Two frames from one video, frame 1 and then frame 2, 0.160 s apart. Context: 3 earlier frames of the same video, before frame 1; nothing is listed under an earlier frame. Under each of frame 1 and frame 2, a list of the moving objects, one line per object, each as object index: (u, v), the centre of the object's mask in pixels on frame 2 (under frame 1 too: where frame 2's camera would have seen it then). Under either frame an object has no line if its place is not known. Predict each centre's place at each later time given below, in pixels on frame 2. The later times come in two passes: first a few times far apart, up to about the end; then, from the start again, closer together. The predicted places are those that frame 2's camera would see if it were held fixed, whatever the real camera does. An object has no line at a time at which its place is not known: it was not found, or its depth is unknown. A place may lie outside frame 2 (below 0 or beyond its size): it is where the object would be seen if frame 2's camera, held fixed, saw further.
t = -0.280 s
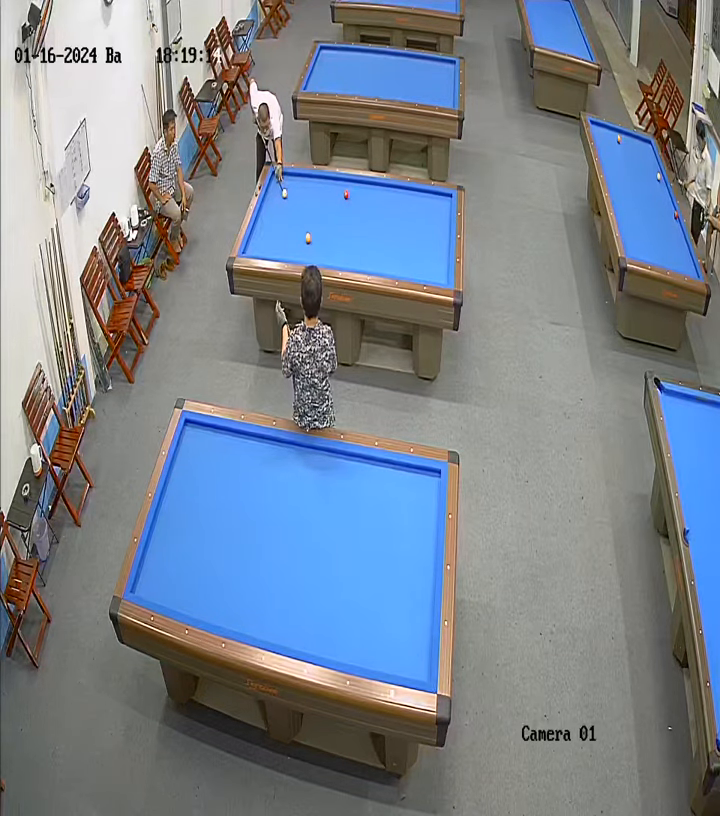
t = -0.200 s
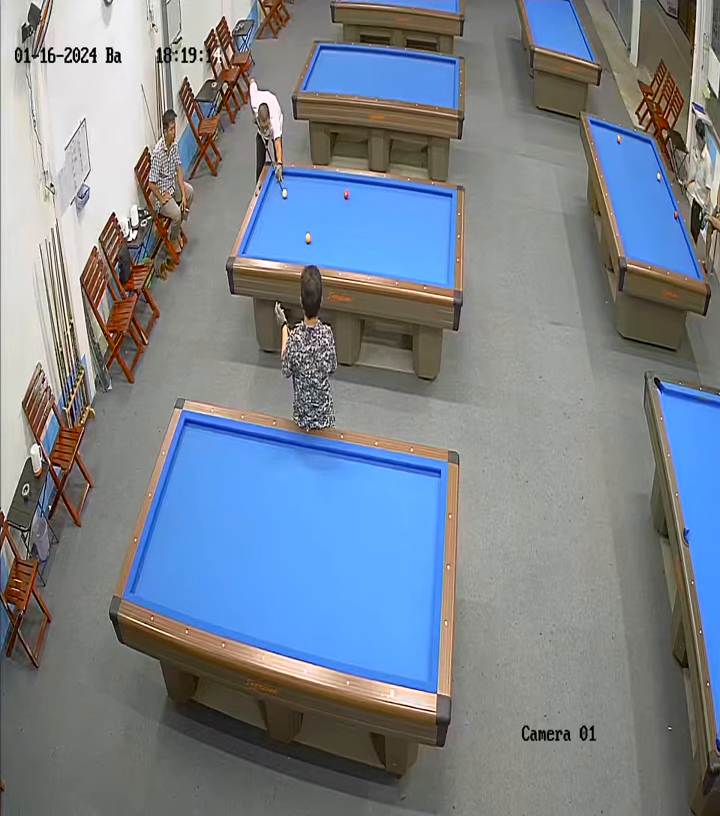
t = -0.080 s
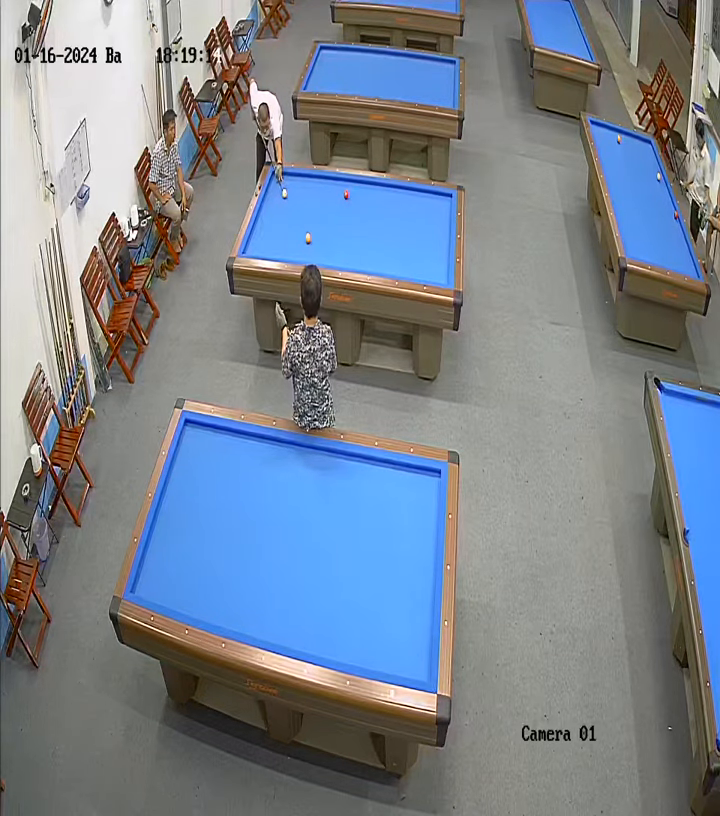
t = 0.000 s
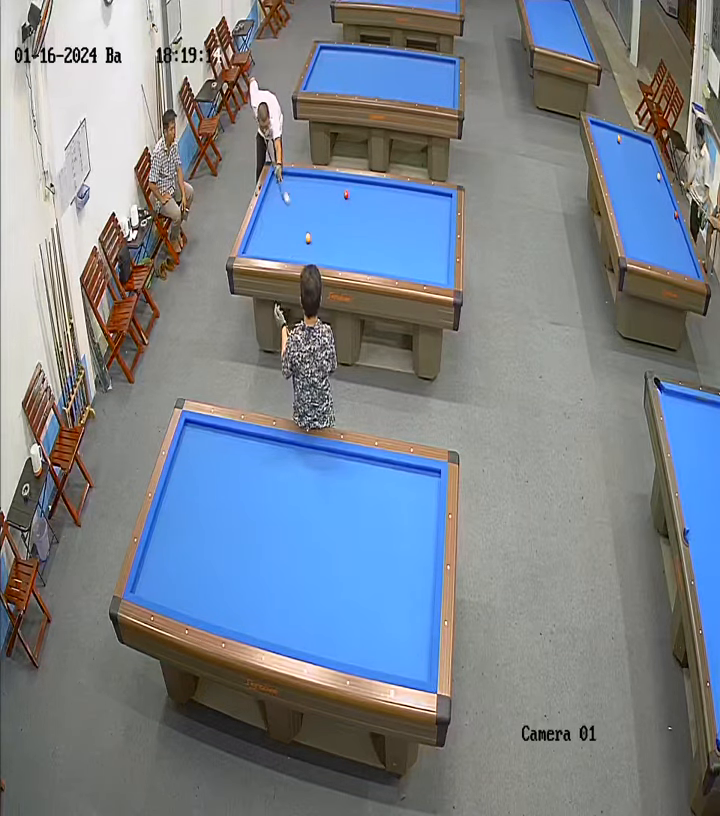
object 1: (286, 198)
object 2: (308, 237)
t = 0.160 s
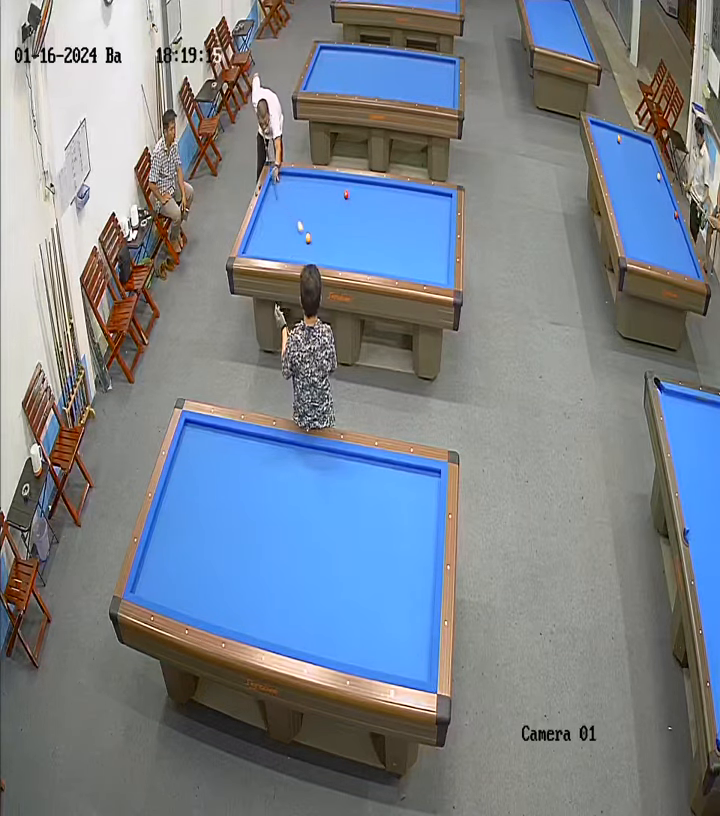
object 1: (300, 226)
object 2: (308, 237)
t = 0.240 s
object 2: (313, 240)
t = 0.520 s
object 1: (285, 256)
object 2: (353, 261)
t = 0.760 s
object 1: (274, 246)
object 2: (383, 268)
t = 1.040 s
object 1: (262, 235)
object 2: (416, 266)
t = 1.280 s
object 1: (255, 226)
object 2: (444, 265)
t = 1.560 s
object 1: (267, 216)
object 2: (429, 252)
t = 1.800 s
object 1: (277, 208)
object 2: (415, 241)
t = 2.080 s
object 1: (288, 199)
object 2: (399, 229)
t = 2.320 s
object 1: (297, 192)
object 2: (387, 219)
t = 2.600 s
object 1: (307, 184)
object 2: (372, 208)
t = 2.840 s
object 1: (315, 178)
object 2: (360, 199)
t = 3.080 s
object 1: (320, 180)
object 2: (350, 191)
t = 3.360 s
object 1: (326, 186)
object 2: (341, 181)
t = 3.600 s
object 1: (330, 191)
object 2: (334, 182)
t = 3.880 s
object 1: (333, 194)
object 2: (328, 185)
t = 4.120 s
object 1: (333, 194)
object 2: (320, 189)
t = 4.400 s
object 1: (333, 194)
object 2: (312, 193)
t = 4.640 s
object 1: (334, 195)
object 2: (305, 197)
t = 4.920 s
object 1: (334, 195)
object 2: (299, 200)
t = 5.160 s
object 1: (334, 195)
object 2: (292, 204)
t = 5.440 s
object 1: (334, 195)
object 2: (286, 207)
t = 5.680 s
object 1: (334, 195)
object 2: (280, 211)
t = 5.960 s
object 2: (274, 214)
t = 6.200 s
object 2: (268, 217)
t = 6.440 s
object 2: (264, 220)
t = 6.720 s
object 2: (258, 224)
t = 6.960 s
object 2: (256, 225)
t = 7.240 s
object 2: (256, 228)
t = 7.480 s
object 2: (258, 230)
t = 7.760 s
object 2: (259, 232)
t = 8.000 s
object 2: (260, 234)
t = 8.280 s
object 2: (261, 235)
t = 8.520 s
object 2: (262, 237)
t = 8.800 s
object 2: (264, 238)
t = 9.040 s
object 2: (264, 239)
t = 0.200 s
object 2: (309, 238)
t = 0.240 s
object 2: (313, 240)
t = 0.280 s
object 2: (319, 243)
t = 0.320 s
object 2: (325, 246)
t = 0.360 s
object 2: (331, 249)
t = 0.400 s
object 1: (292, 251)
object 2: (337, 252)
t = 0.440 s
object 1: (290, 253)
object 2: (342, 255)
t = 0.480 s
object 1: (287, 254)
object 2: (347, 258)
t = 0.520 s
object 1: (285, 256)
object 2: (353, 261)
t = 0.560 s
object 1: (284, 254)
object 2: (357, 263)
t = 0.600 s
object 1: (281, 253)
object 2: (363, 265)
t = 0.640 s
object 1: (280, 251)
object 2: (368, 267)
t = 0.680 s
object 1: (278, 250)
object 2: (373, 268)
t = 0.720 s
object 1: (276, 248)
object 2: (378, 268)
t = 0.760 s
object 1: (274, 246)
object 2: (383, 268)
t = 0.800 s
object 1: (272, 245)
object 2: (387, 268)
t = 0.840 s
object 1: (270, 243)
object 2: (392, 268)
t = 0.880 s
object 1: (269, 241)
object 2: (397, 267)
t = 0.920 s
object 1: (267, 240)
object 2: (402, 267)
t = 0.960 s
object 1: (266, 238)
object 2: (407, 267)
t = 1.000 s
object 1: (264, 237)
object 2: (412, 267)
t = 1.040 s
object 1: (262, 235)
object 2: (416, 266)
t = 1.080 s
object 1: (260, 233)
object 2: (421, 266)
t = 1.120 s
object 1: (259, 232)
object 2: (426, 266)
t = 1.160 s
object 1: (257, 231)
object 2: (430, 266)
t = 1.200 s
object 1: (255, 229)
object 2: (435, 266)
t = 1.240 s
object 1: (254, 228)
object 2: (440, 266)
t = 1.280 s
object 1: (255, 226)
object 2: (444, 265)
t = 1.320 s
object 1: (256, 225)
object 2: (446, 264)
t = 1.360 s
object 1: (259, 224)
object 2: (443, 262)
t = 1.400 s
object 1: (260, 222)
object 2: (439, 260)
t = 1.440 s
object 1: (262, 221)
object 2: (437, 258)
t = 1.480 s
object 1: (264, 219)
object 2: (434, 256)
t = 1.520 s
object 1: (265, 218)
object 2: (432, 254)
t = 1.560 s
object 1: (267, 216)
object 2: (429, 252)
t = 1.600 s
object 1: (269, 215)
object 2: (427, 250)
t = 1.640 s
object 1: (270, 214)
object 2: (425, 249)
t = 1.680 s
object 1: (272, 212)
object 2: (422, 247)
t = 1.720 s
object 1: (273, 211)
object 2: (420, 245)
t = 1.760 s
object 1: (275, 210)
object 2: (417, 243)
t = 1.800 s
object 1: (277, 208)
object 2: (415, 241)
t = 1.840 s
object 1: (278, 207)
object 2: (413, 239)
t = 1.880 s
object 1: (280, 206)
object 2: (410, 237)
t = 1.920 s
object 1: (282, 205)
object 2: (408, 236)
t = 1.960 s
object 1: (283, 203)
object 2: (406, 234)
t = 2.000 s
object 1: (285, 202)
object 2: (404, 232)
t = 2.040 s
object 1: (286, 201)
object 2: (401, 230)
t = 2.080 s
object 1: (288, 199)
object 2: (399, 229)
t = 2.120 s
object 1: (289, 198)
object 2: (397, 227)
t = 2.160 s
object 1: (291, 197)
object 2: (395, 225)
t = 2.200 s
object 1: (292, 196)
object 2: (393, 224)
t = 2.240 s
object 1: (294, 195)
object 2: (391, 222)
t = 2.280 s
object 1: (295, 194)
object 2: (389, 221)
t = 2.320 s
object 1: (297, 192)
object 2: (387, 219)
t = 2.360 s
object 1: (298, 191)
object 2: (384, 217)
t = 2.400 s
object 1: (299, 190)
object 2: (382, 216)
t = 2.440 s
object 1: (301, 189)
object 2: (380, 214)
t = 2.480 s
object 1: (302, 188)
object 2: (378, 213)
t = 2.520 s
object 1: (304, 186)
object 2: (376, 211)
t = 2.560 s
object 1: (305, 185)
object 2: (374, 210)
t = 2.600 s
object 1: (307, 184)
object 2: (372, 208)
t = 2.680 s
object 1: (309, 182)
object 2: (368, 205)
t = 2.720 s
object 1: (311, 181)
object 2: (366, 204)
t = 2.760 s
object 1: (312, 180)
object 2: (364, 202)
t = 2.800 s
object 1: (314, 179)
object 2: (362, 201)
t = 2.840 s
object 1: (315, 178)
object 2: (360, 199)
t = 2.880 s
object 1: (316, 177)
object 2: (358, 198)
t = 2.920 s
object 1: (317, 178)
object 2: (356, 197)
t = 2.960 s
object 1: (318, 178)
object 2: (355, 196)
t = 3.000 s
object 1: (318, 179)
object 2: (353, 194)
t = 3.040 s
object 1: (319, 180)
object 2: (351, 193)
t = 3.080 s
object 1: (320, 180)
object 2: (350, 191)
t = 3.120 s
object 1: (321, 181)
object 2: (349, 189)
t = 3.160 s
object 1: (322, 182)
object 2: (347, 188)
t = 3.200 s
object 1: (323, 183)
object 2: (347, 187)
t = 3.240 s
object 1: (323, 183)
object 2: (345, 185)
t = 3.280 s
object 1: (324, 184)
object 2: (344, 184)
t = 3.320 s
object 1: (325, 185)
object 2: (343, 182)
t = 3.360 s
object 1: (326, 186)
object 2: (341, 181)
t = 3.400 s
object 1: (326, 186)
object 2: (340, 179)
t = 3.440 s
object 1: (327, 187)
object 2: (339, 180)
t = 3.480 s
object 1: (328, 188)
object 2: (338, 180)
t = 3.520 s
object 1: (329, 189)
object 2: (337, 181)
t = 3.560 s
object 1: (330, 190)
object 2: (336, 181)
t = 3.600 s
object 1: (330, 191)
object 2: (334, 182)
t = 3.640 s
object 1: (331, 191)
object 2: (334, 182)
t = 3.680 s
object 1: (332, 192)
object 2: (332, 182)
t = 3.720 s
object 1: (333, 193)
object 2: (331, 183)
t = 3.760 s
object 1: (333, 193)
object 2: (331, 184)
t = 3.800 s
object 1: (333, 194)
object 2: (329, 185)
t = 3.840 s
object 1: (333, 194)
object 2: (329, 185)
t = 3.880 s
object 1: (333, 194)
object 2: (328, 185)
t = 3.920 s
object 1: (333, 194)
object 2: (327, 186)
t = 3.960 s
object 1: (333, 194)
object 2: (325, 186)
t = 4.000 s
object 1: (333, 194)
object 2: (324, 188)
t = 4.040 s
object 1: (333, 194)
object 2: (323, 188)
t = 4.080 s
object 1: (333, 194)
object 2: (322, 188)
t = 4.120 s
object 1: (333, 194)
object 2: (320, 189)
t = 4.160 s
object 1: (333, 194)
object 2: (319, 190)
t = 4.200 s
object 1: (333, 194)
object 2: (318, 190)
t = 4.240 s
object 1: (333, 194)
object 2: (317, 191)
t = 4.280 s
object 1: (333, 194)
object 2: (315, 191)
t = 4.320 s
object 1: (333, 194)
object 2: (314, 192)
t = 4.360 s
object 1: (333, 194)
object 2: (313, 192)
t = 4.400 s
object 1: (333, 194)
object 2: (312, 193)
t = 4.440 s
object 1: (333, 194)
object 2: (311, 193)
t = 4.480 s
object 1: (333, 194)
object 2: (310, 194)
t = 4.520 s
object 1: (333, 195)
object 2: (310, 195)
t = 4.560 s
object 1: (333, 195)
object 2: (308, 195)
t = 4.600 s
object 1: (334, 195)
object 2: (307, 196)
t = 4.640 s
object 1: (334, 195)
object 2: (305, 197)
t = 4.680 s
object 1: (334, 195)
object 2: (305, 197)
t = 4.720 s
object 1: (334, 195)
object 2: (304, 197)
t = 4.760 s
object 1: (334, 195)
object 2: (303, 198)
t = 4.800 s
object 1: (334, 195)
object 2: (302, 198)
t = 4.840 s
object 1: (334, 195)
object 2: (301, 199)
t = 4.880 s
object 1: (334, 195)
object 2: (300, 200)
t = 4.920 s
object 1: (334, 195)
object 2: (299, 200)
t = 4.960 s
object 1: (334, 195)
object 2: (298, 201)
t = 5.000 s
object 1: (334, 195)
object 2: (297, 201)
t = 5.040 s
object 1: (334, 195)
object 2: (296, 202)
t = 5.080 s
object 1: (334, 195)
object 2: (295, 202)
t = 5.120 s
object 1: (334, 195)
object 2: (293, 203)
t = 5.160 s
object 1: (334, 195)
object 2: (292, 204)
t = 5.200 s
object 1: (334, 195)
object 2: (291, 204)
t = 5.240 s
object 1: (334, 195)
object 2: (291, 205)
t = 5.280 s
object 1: (334, 195)
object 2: (290, 205)
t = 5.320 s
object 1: (334, 195)
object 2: (288, 206)
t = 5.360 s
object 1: (334, 195)
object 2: (288, 206)
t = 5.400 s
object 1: (334, 195)
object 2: (287, 207)
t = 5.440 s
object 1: (334, 195)
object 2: (286, 207)
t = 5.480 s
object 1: (334, 195)
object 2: (285, 208)
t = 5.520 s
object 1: (334, 195)
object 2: (284, 209)
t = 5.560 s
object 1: (334, 195)
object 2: (283, 209)
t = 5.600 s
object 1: (334, 195)
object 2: (282, 210)
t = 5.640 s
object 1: (334, 195)
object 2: (281, 210)
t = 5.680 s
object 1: (334, 195)
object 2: (280, 211)
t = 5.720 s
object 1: (334, 195)
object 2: (279, 211)
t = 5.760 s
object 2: (278, 212)
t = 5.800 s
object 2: (277, 212)
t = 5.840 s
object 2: (276, 213)
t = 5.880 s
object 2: (276, 213)
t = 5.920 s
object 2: (275, 214)
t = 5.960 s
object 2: (274, 214)
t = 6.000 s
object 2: (273, 215)
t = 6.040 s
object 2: (272, 215)
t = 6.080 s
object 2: (271, 216)
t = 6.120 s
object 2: (270, 216)
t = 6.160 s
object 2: (269, 217)
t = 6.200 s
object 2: (268, 217)
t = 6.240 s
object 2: (268, 218)
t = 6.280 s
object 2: (267, 218)
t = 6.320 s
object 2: (266, 218)
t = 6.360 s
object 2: (265, 219)
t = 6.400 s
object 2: (265, 220)
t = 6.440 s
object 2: (264, 220)
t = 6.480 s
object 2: (263, 220)
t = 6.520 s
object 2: (262, 221)
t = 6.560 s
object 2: (261, 221)
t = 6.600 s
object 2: (261, 222)
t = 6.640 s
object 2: (260, 222)
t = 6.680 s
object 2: (259, 223)
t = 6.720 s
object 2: (258, 224)
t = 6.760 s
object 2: (258, 224)
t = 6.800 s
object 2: (257, 225)
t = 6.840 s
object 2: (256, 225)
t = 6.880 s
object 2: (256, 225)
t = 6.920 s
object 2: (256, 225)
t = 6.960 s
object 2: (256, 225)
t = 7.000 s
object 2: (256, 226)
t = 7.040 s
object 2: (256, 226)
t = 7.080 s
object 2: (256, 226)
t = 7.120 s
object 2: (256, 226)
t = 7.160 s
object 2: (256, 227)
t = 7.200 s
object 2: (256, 227)
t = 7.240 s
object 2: (256, 228)
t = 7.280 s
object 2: (256, 228)
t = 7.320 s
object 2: (257, 228)
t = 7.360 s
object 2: (256, 229)
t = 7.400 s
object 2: (257, 229)
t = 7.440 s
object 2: (257, 229)
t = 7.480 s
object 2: (258, 230)
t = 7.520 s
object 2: (258, 230)
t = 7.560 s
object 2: (258, 230)
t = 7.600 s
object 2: (258, 231)
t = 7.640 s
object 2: (258, 231)
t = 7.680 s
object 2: (259, 231)
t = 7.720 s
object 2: (259, 231)
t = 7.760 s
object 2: (259, 232)
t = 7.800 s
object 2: (259, 232)
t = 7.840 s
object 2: (259, 232)
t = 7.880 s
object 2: (260, 233)
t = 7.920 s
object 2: (260, 233)
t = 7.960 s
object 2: (260, 233)
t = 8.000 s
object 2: (260, 234)
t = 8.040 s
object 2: (261, 234)
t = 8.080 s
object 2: (261, 234)
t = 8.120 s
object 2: (261, 234)
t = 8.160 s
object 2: (261, 235)
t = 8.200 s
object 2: (261, 235)
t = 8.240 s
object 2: (261, 235)
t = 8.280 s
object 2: (261, 235)
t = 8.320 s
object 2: (262, 235)
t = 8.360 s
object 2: (262, 235)
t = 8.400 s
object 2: (262, 236)
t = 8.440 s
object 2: (262, 236)
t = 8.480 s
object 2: (262, 237)
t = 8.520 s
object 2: (262, 237)
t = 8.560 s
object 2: (262, 237)
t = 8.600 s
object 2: (263, 237)
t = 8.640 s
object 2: (263, 238)
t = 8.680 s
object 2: (263, 238)
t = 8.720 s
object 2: (263, 238)
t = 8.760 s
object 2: (264, 238)
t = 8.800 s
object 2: (264, 238)
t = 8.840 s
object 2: (264, 239)
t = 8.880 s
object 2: (264, 239)
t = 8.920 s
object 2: (264, 239)
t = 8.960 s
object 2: (264, 239)
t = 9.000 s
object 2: (264, 239)
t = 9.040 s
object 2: (264, 239)
